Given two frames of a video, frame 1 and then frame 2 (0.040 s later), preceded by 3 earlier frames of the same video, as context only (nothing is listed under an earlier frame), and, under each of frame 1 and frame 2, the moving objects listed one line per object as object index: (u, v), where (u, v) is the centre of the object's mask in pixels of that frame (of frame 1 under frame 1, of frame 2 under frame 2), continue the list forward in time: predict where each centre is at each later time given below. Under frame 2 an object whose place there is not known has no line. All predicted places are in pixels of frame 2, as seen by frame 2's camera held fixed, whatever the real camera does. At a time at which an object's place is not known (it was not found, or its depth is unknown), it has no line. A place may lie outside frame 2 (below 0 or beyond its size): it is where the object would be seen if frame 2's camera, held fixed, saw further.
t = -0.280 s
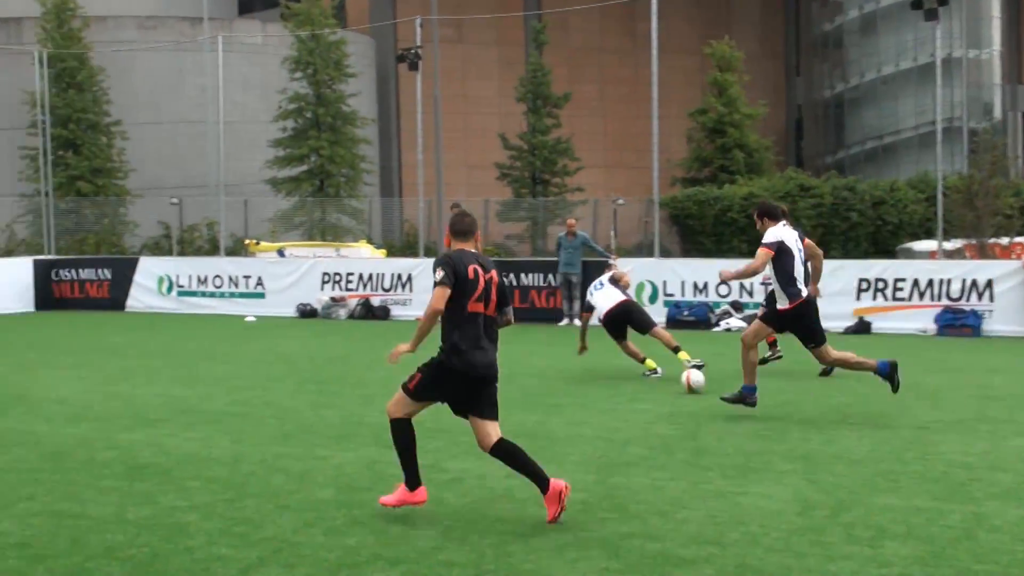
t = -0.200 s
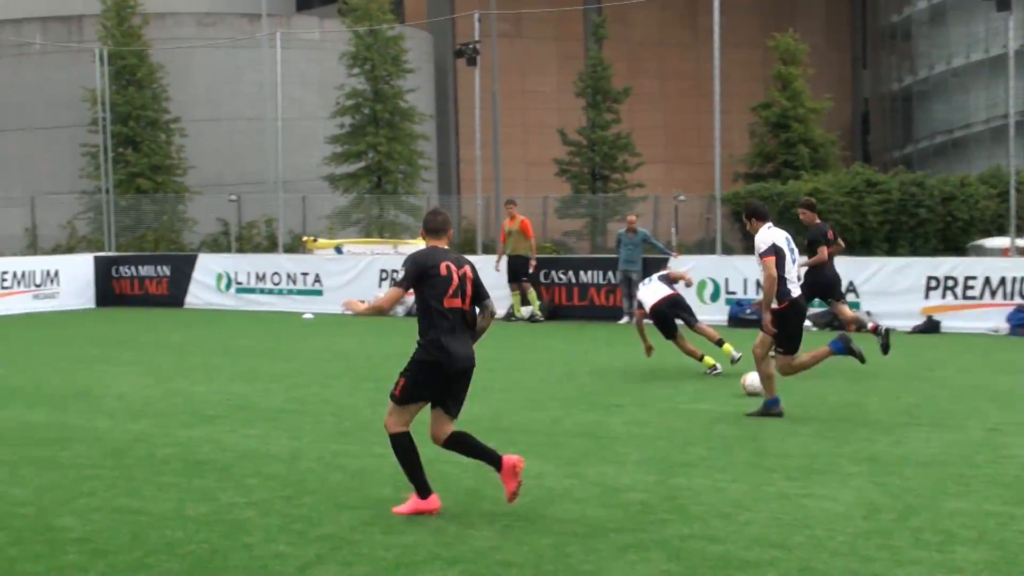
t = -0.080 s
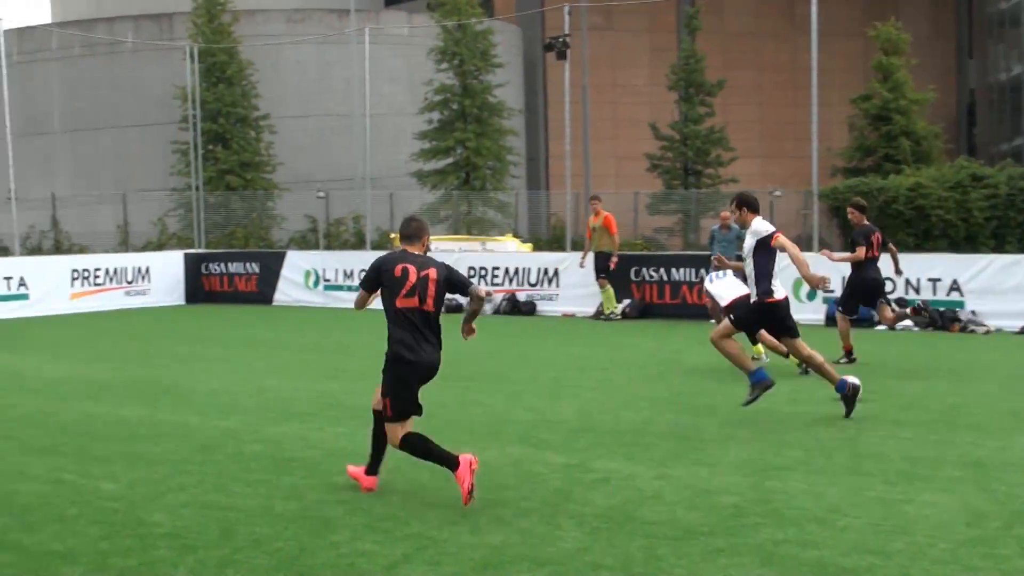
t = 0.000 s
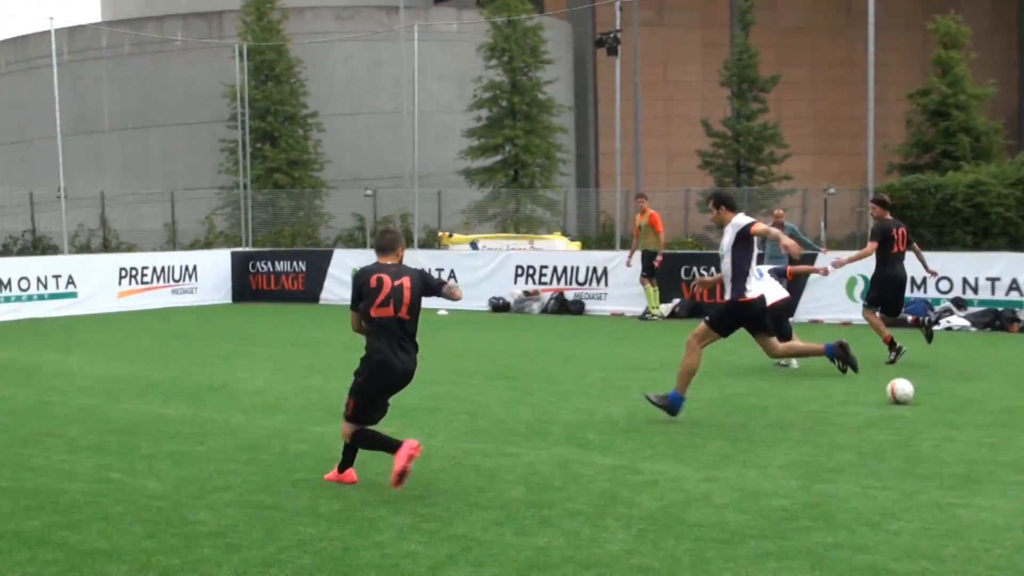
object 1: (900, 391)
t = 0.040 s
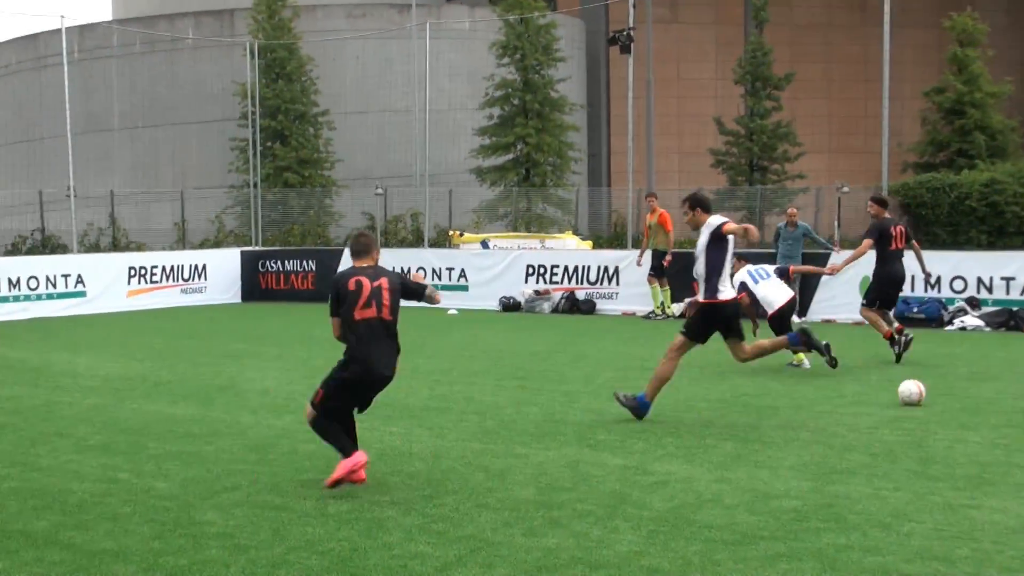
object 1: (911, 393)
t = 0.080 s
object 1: (909, 394)
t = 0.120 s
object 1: (907, 395)
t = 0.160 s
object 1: (906, 396)
